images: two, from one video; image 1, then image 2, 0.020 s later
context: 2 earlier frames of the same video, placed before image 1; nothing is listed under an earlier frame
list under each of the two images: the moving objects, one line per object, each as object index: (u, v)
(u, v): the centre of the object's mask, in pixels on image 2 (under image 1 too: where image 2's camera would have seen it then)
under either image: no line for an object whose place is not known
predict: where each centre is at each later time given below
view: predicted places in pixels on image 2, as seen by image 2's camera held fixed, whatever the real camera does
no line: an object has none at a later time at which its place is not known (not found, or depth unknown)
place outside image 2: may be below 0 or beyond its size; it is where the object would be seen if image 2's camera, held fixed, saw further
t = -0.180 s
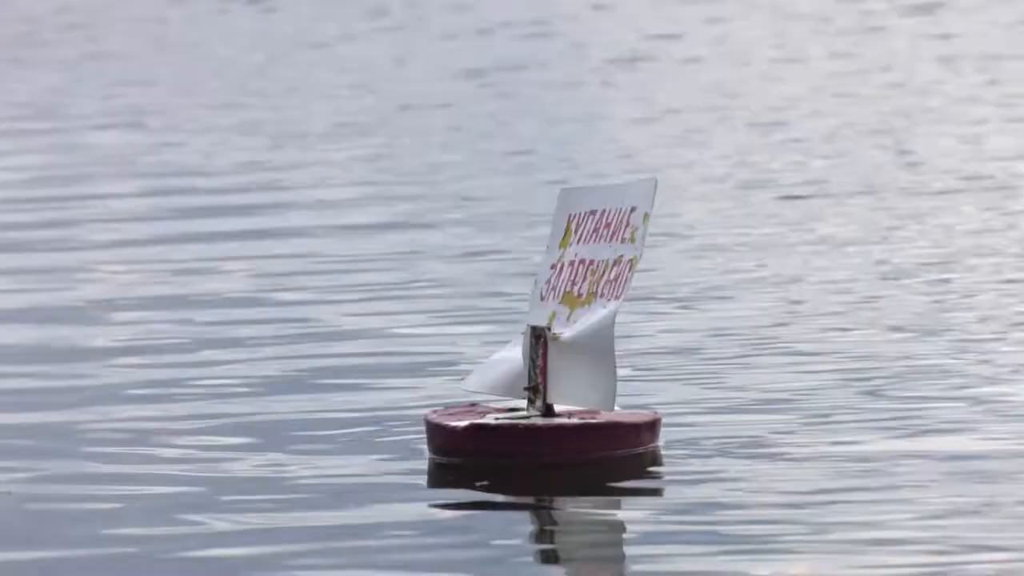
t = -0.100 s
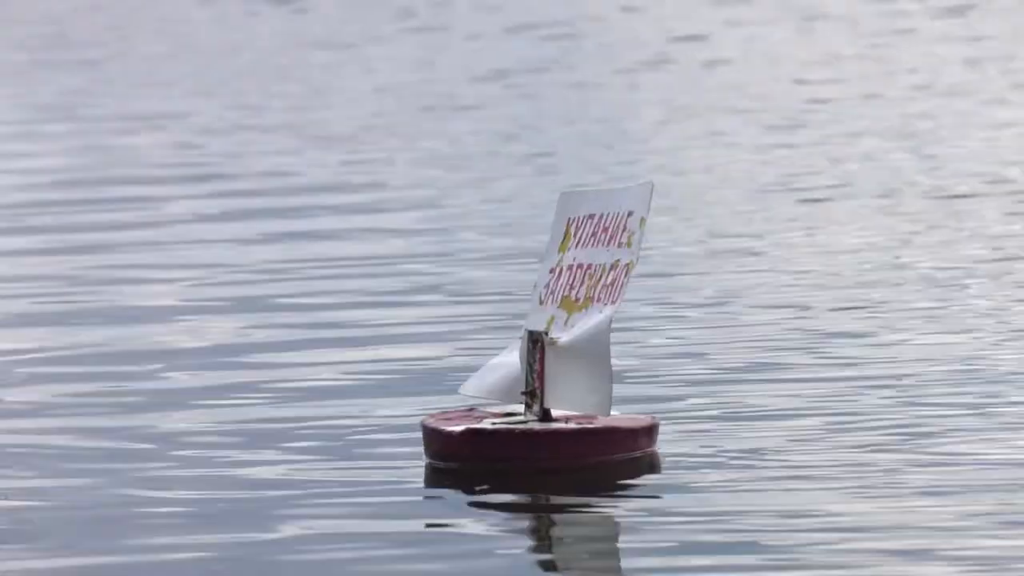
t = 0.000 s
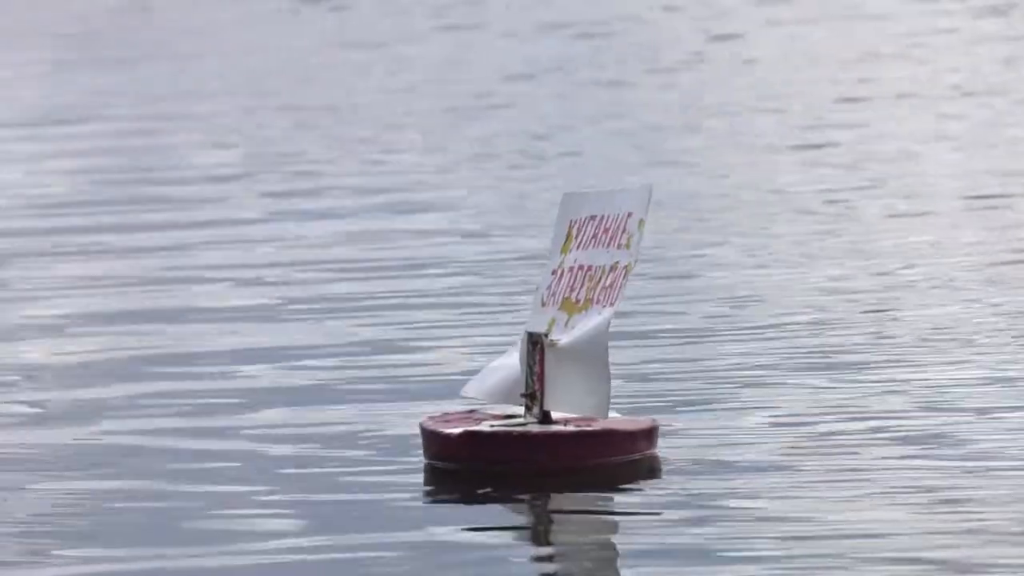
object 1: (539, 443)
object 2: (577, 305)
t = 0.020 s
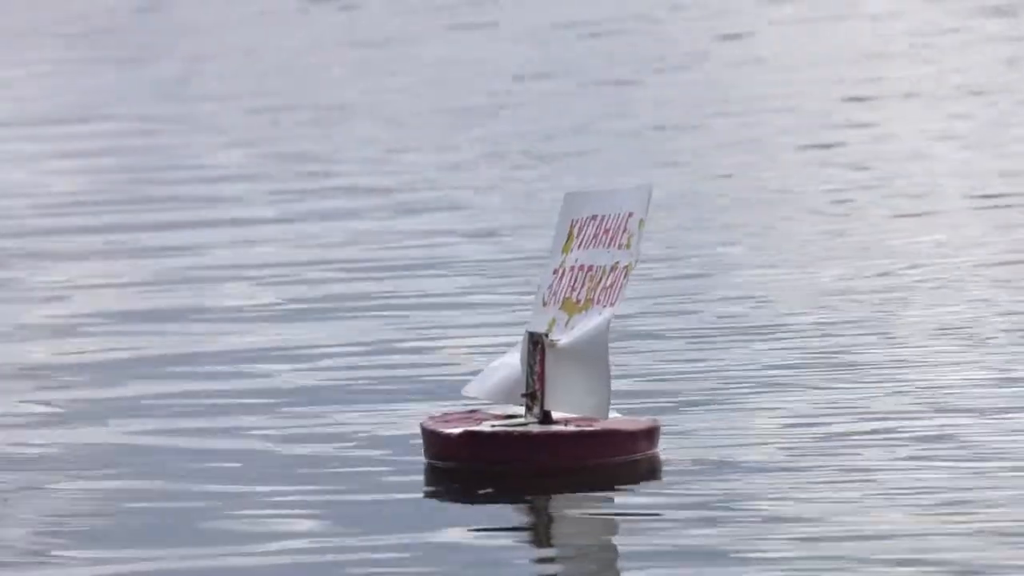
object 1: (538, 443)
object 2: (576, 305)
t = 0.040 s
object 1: (535, 443)
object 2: (573, 305)
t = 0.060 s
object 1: (534, 443)
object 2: (571, 305)
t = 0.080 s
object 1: (531, 442)
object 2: (569, 304)
